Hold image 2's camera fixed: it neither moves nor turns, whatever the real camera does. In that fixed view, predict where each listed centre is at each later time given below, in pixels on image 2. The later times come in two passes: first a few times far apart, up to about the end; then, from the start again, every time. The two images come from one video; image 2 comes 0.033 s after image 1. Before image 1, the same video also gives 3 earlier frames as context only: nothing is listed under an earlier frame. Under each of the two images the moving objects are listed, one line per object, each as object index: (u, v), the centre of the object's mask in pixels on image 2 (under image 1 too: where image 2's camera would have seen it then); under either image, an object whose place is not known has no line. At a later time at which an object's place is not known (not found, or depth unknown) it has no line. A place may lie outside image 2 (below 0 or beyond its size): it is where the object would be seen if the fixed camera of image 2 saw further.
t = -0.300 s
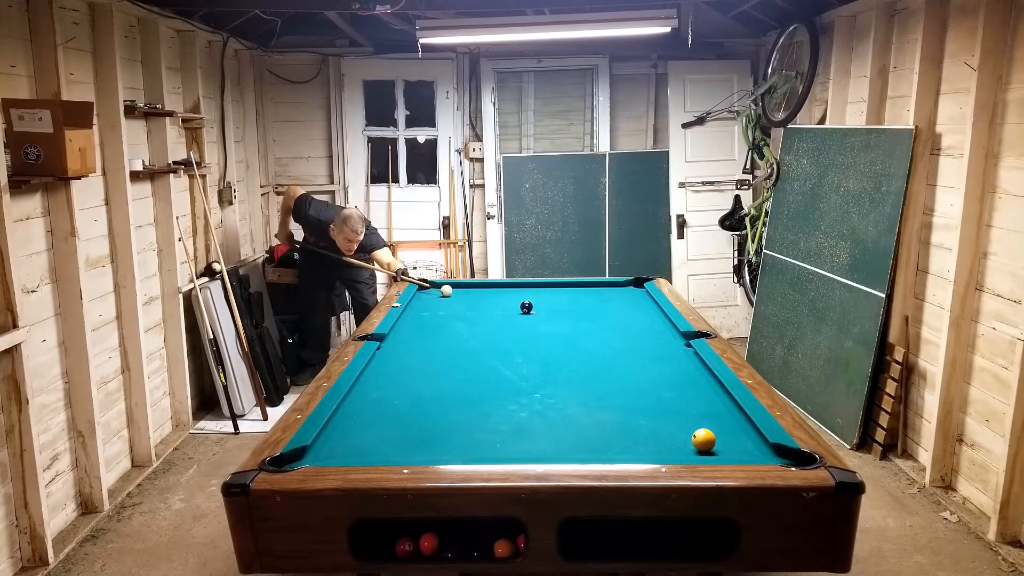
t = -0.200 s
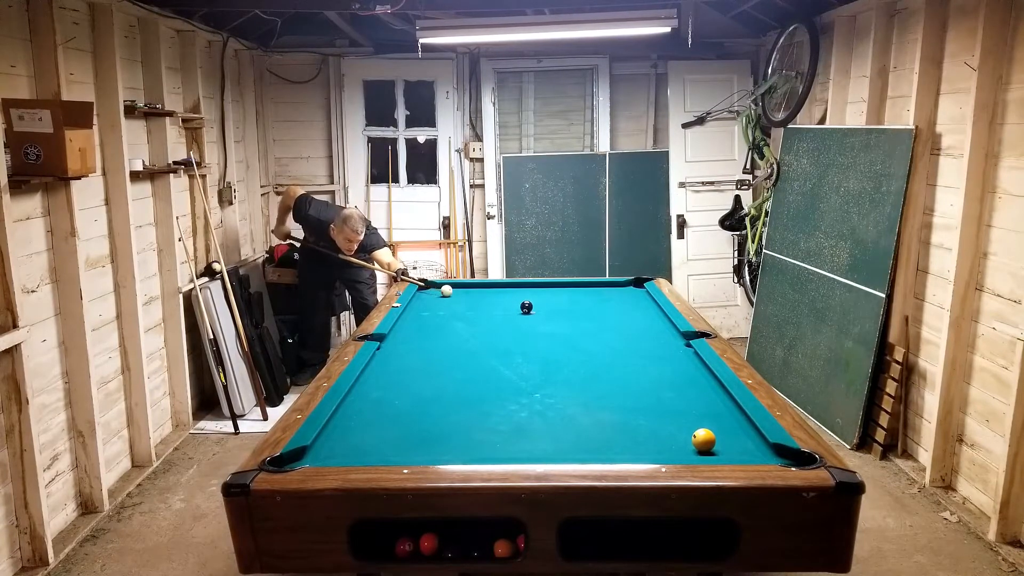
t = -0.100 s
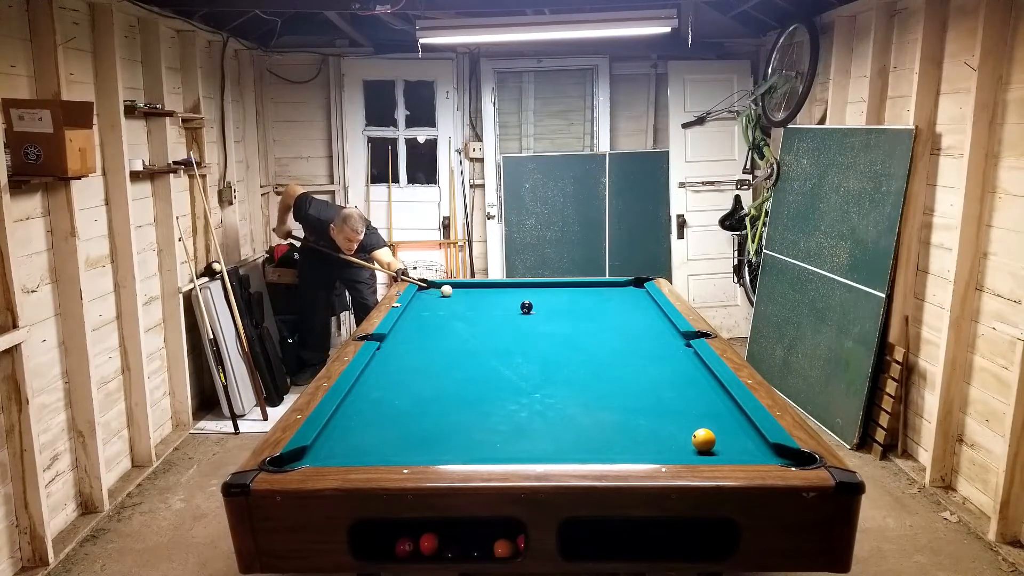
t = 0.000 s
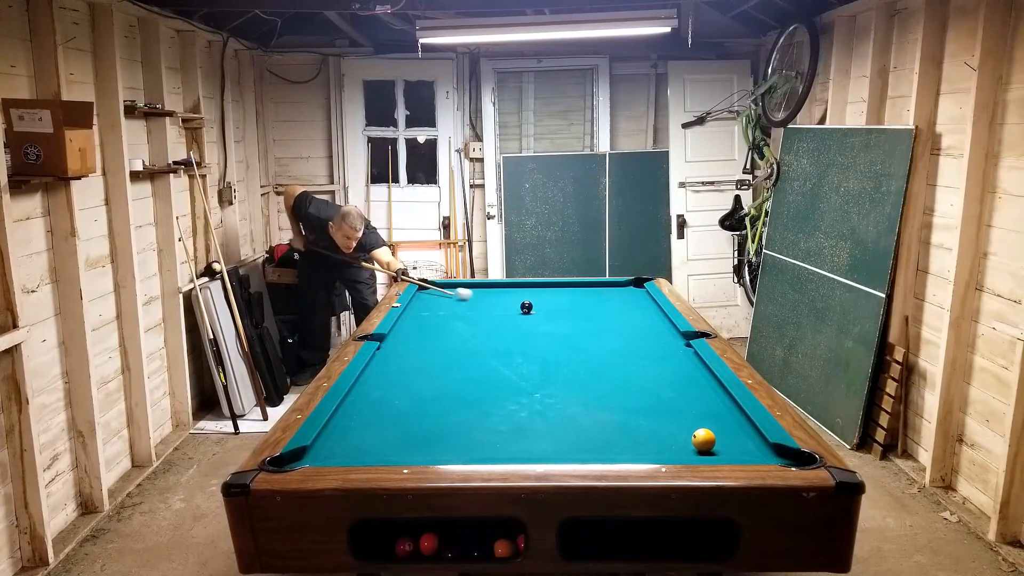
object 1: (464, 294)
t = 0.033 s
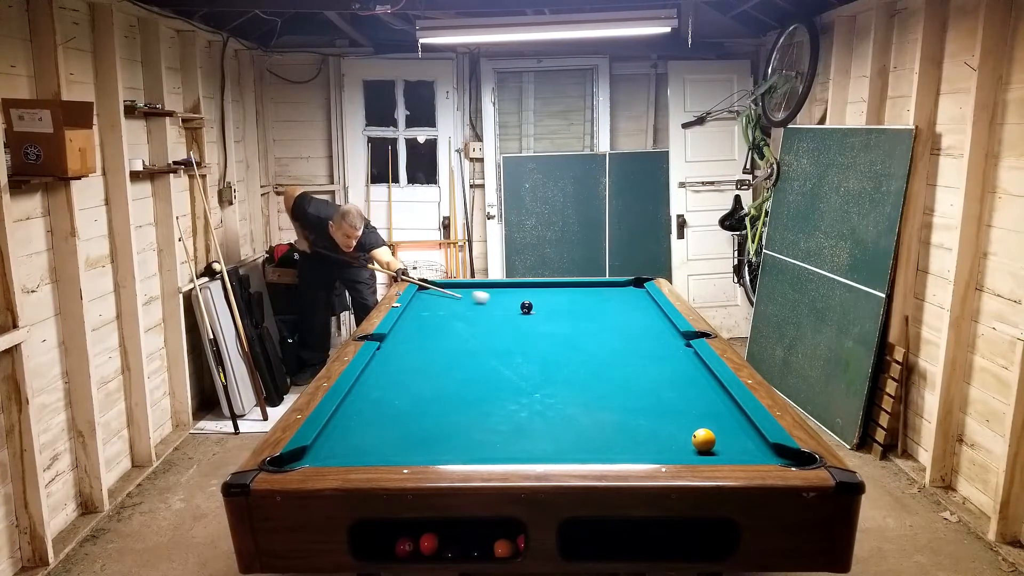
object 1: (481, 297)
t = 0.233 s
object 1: (517, 305)
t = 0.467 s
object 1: (517, 305)
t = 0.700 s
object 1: (517, 305)
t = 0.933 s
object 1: (517, 305)
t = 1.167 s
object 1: (517, 305)
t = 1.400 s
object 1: (517, 305)
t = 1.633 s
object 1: (517, 305)
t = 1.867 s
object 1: (517, 305)
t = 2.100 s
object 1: (517, 305)
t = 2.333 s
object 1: (517, 305)
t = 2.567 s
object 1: (517, 305)
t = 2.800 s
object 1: (517, 305)
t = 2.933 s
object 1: (517, 305)
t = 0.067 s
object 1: (498, 301)
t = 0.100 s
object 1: (514, 304)
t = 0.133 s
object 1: (517, 305)
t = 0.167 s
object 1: (517, 305)
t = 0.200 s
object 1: (517, 305)
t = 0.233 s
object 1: (517, 305)
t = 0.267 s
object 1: (517, 305)
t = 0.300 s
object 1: (517, 305)
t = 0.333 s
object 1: (517, 305)
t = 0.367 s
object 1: (517, 305)
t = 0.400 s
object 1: (517, 305)
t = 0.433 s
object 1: (517, 305)
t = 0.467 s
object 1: (517, 305)
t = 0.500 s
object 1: (517, 305)
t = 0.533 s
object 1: (517, 305)
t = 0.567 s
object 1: (517, 305)
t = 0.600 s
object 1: (517, 305)
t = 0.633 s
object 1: (517, 305)
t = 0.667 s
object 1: (517, 305)
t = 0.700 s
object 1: (517, 305)
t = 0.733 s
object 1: (517, 305)
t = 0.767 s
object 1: (517, 305)
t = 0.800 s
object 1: (517, 305)
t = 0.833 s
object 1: (517, 305)
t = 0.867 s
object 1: (517, 305)
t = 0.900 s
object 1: (517, 305)
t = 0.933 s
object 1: (517, 305)
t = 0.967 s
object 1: (517, 305)
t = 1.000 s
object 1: (517, 305)
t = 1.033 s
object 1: (517, 305)
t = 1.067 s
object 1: (517, 305)
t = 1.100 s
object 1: (517, 305)
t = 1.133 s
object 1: (517, 305)
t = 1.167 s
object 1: (517, 305)
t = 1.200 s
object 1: (517, 305)
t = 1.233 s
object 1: (517, 305)
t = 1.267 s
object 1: (517, 305)
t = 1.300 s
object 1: (517, 305)
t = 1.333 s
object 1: (517, 305)
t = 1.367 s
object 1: (517, 305)
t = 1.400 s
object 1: (517, 305)
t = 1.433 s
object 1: (517, 305)
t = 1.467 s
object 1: (517, 305)
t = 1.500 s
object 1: (517, 305)
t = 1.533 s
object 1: (517, 305)
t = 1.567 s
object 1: (517, 305)
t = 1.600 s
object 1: (517, 305)
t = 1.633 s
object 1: (517, 305)
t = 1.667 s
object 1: (517, 305)
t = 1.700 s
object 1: (517, 305)
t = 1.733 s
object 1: (517, 305)
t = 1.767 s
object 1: (517, 305)
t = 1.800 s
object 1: (517, 305)
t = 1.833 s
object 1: (517, 305)
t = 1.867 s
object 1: (517, 305)
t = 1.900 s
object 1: (517, 305)
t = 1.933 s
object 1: (517, 305)
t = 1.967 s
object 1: (517, 305)
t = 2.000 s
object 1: (517, 305)
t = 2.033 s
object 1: (517, 305)
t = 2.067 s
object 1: (517, 305)
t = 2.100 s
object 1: (517, 305)
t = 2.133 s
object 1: (517, 305)
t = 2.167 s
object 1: (517, 305)
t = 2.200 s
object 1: (517, 305)
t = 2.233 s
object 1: (517, 305)
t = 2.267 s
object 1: (517, 305)
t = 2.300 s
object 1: (517, 305)
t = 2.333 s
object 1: (517, 305)
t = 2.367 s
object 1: (517, 305)
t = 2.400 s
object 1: (517, 305)
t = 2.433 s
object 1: (517, 305)
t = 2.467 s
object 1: (517, 305)
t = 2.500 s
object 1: (517, 305)
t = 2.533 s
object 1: (517, 305)
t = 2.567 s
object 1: (517, 305)
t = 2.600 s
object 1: (517, 305)
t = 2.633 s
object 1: (517, 305)
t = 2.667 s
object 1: (517, 305)
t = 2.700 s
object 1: (517, 305)
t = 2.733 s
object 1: (517, 305)
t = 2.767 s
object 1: (517, 305)
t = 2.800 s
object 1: (517, 305)
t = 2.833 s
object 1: (517, 305)
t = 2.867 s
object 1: (517, 305)
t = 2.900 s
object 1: (517, 305)
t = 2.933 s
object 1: (517, 305)
